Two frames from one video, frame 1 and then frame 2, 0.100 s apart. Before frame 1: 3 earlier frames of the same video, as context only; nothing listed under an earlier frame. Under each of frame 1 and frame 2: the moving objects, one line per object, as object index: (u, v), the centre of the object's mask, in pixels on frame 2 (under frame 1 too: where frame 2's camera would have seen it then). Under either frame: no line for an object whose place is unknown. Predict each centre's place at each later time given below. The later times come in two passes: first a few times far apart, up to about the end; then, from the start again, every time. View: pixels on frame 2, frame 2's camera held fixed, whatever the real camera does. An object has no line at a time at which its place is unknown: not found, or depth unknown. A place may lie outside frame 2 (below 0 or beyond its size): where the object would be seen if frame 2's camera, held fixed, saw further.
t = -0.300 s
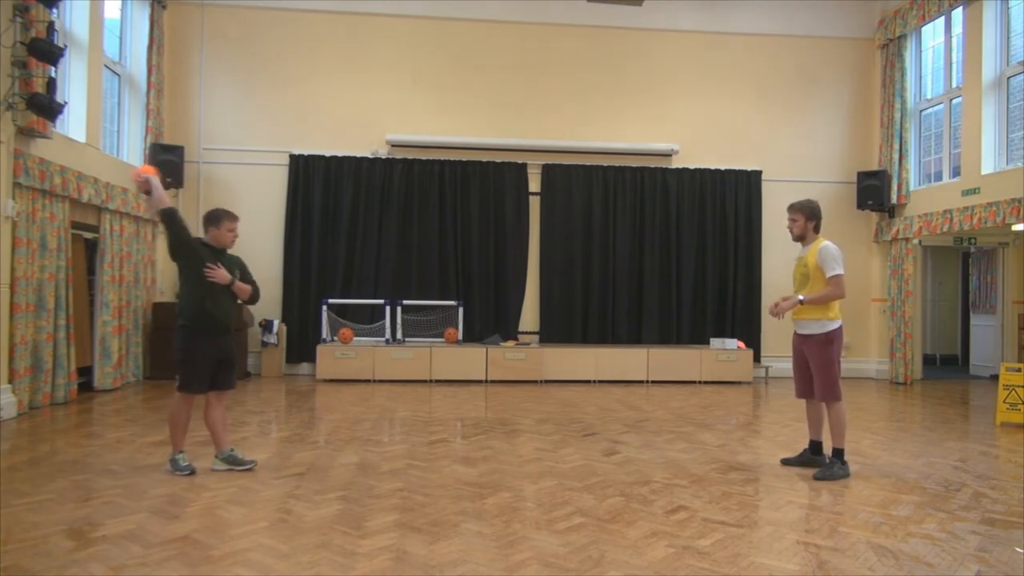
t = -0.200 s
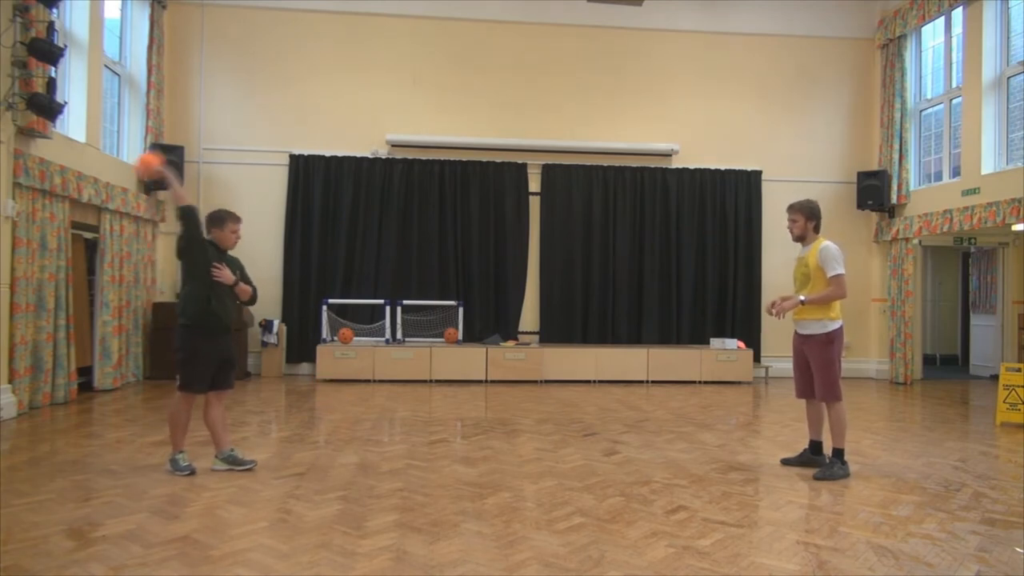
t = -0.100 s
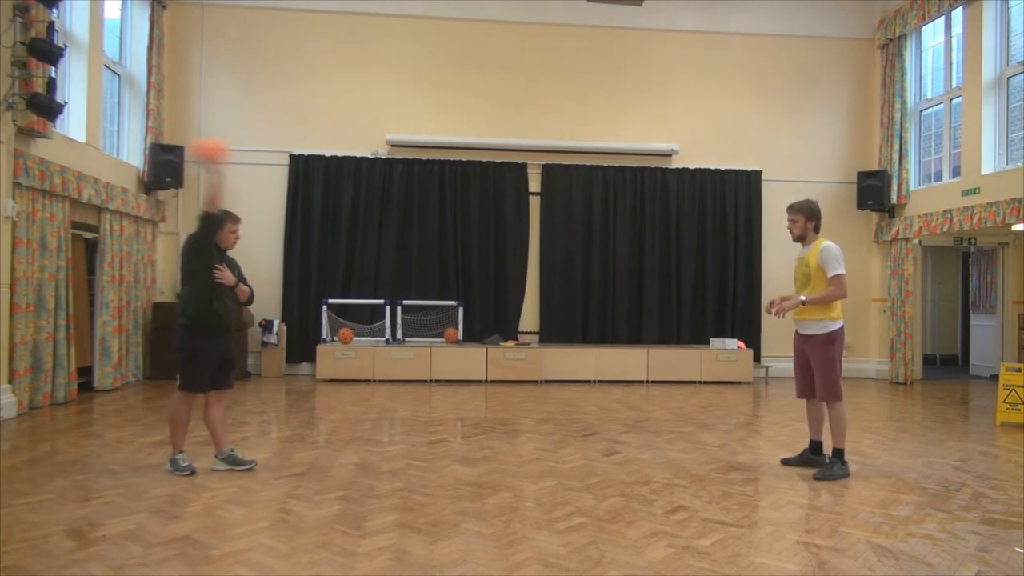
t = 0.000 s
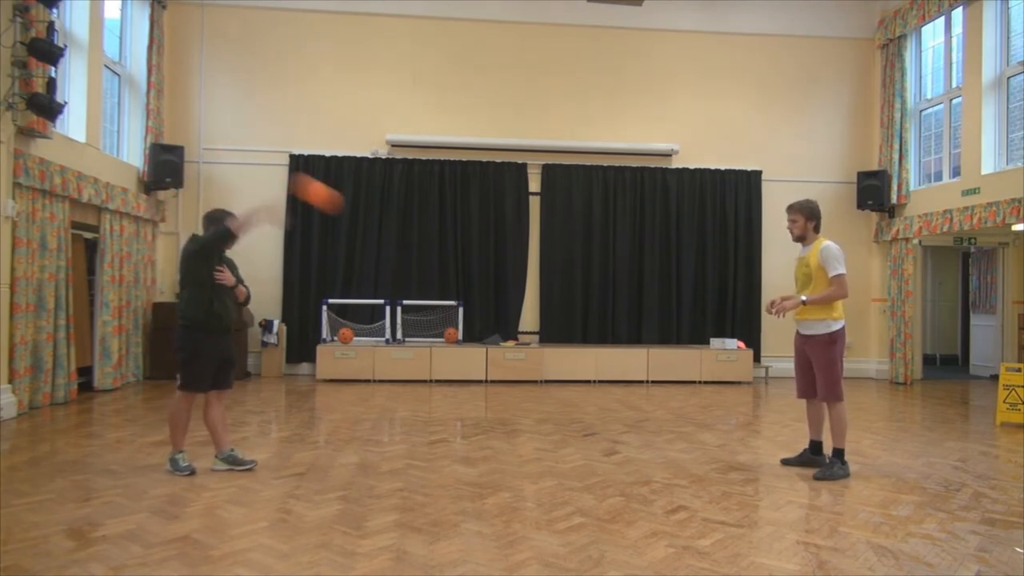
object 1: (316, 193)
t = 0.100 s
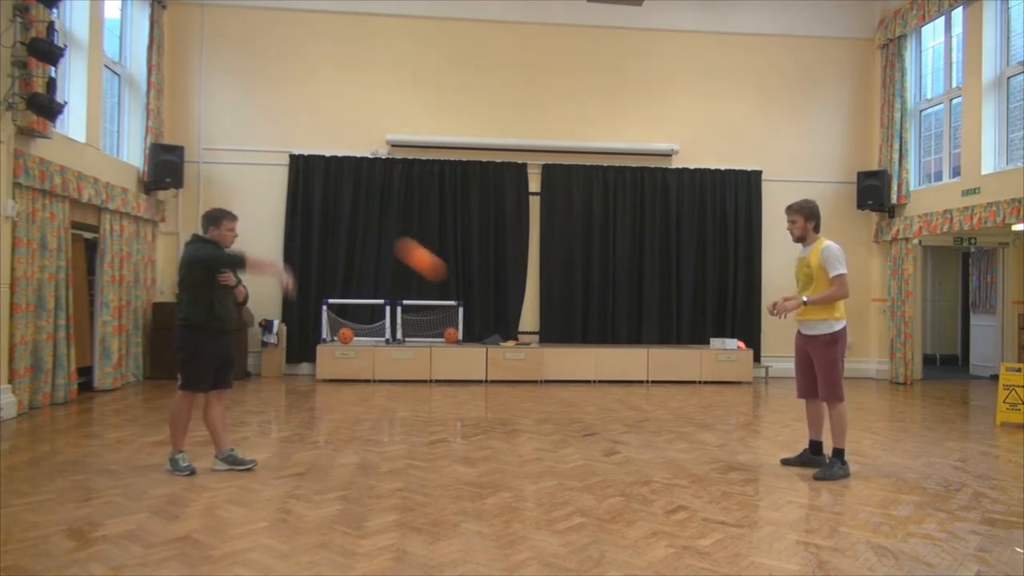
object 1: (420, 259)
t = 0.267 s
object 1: (581, 392)
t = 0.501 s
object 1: (741, 368)
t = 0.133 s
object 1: (454, 283)
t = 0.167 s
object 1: (486, 309)
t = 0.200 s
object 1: (512, 329)
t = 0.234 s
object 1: (550, 363)
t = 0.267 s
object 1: (581, 392)
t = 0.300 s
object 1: (609, 420)
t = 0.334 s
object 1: (638, 452)
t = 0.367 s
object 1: (662, 455)
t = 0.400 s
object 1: (682, 430)
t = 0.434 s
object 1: (702, 407)
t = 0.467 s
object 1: (722, 386)
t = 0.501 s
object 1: (741, 368)
